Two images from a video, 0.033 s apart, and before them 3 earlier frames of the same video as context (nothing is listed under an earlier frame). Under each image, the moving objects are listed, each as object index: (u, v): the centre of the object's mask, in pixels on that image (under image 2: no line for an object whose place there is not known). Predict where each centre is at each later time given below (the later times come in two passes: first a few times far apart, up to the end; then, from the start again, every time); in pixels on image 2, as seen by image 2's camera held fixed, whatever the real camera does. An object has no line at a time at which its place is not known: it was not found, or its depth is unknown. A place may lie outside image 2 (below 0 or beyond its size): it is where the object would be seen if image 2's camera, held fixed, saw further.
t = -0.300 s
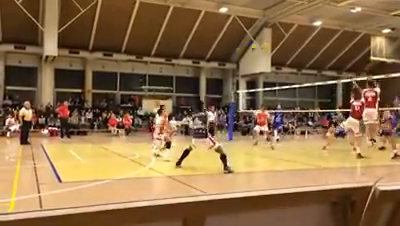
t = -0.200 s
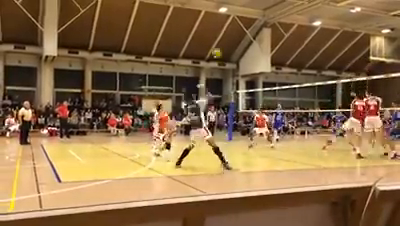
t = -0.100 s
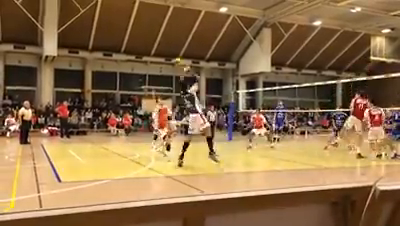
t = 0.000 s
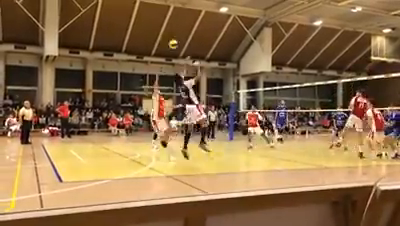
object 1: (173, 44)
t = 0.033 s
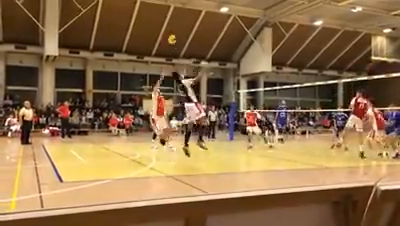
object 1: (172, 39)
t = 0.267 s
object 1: (164, 19)
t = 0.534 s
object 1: (155, 21)
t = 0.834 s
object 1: (146, 50)
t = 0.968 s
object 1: (143, 71)
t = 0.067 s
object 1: (171, 35)
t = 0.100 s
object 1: (170, 30)
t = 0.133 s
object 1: (169, 27)
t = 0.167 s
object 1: (167, 24)
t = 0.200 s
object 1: (166, 22)
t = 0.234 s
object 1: (165, 19)
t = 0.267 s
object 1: (164, 19)
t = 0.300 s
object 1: (163, 19)
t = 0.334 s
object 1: (161, 17)
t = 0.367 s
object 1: (160, 17)
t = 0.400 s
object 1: (160, 17)
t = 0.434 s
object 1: (158, 18)
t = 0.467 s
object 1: (157, 19)
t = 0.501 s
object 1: (156, 20)
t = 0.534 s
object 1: (155, 21)
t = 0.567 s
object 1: (154, 23)
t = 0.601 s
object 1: (153, 26)
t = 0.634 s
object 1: (152, 28)
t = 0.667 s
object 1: (151, 31)
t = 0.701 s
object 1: (151, 34)
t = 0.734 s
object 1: (149, 37)
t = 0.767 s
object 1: (147, 44)
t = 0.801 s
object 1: (146, 46)
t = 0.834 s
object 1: (146, 50)
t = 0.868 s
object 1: (145, 54)
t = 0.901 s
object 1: (144, 59)
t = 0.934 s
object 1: (143, 65)
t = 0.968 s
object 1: (143, 71)
